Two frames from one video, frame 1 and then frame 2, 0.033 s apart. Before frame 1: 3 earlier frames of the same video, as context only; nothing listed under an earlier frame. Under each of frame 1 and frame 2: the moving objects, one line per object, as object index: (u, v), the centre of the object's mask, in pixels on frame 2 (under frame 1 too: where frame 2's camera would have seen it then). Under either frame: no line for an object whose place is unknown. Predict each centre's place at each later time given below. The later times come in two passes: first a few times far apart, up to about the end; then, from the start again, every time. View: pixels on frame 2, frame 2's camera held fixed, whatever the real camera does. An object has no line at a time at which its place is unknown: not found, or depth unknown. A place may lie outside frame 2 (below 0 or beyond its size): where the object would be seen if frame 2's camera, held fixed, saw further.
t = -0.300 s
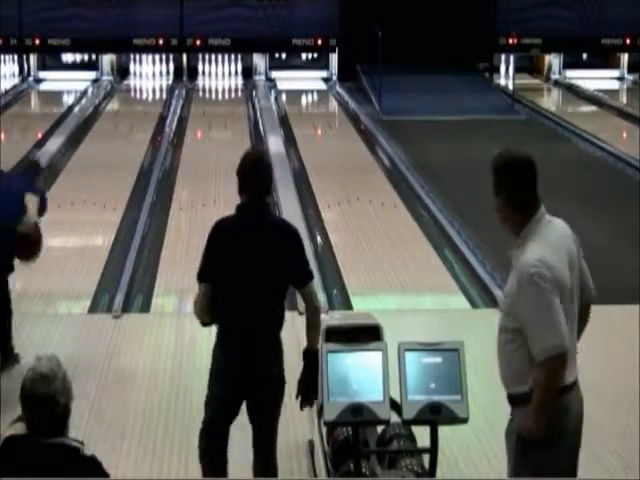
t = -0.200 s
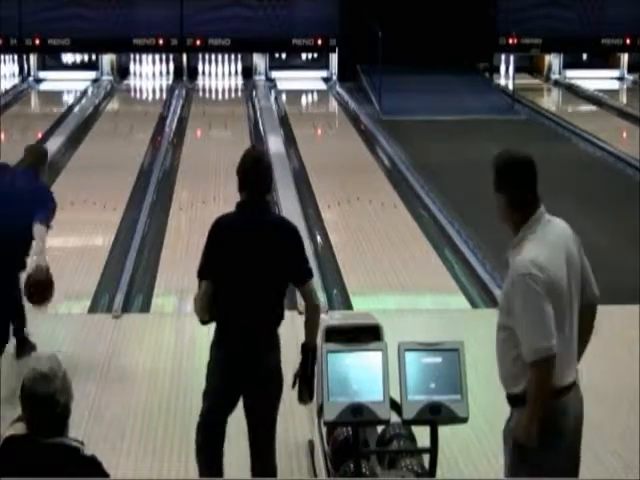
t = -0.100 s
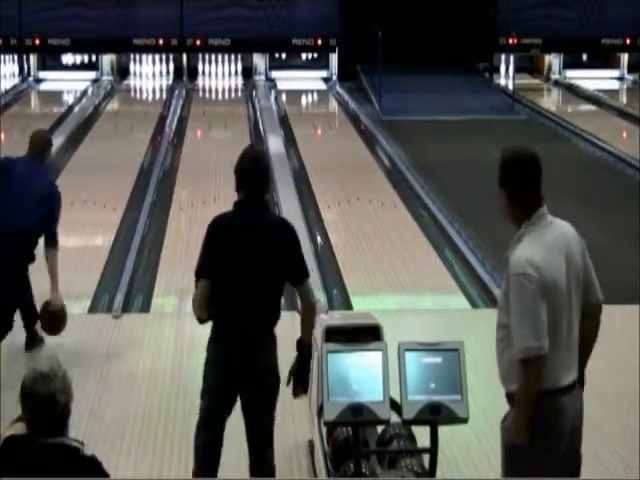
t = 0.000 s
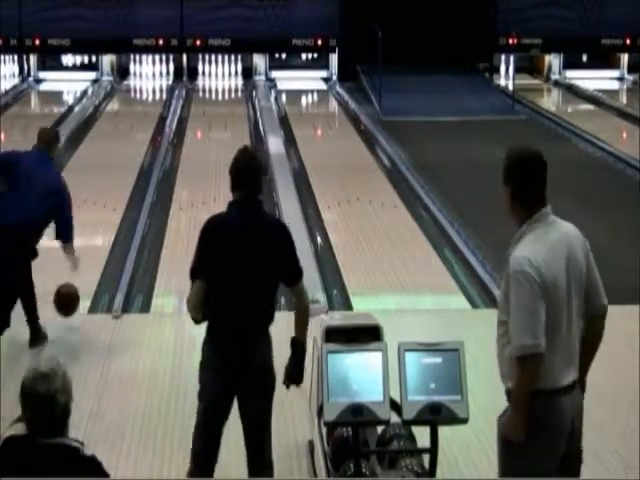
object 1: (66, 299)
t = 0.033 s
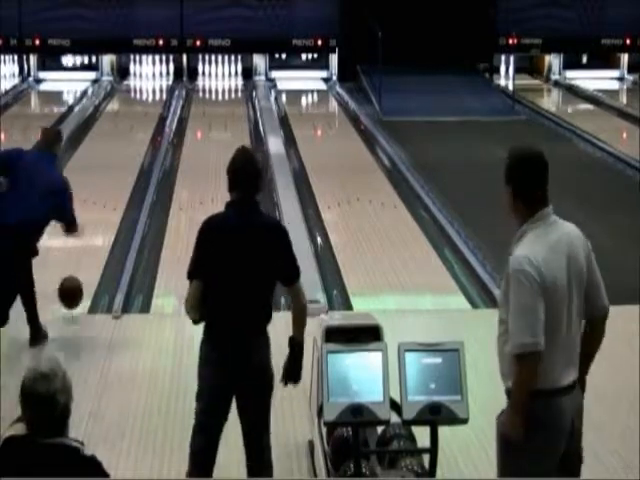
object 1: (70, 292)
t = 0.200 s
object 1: (87, 262)
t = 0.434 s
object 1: (104, 220)
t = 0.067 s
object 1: (74, 286)
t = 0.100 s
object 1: (78, 283)
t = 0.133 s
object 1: (81, 277)
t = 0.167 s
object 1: (84, 270)
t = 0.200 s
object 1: (87, 262)
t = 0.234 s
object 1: (90, 257)
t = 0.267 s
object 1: (92, 248)
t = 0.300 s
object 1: (95, 243)
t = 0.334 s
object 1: (97, 237)
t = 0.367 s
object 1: (99, 232)
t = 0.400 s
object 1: (102, 226)
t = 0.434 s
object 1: (104, 220)
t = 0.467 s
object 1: (106, 214)
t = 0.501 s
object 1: (108, 208)
